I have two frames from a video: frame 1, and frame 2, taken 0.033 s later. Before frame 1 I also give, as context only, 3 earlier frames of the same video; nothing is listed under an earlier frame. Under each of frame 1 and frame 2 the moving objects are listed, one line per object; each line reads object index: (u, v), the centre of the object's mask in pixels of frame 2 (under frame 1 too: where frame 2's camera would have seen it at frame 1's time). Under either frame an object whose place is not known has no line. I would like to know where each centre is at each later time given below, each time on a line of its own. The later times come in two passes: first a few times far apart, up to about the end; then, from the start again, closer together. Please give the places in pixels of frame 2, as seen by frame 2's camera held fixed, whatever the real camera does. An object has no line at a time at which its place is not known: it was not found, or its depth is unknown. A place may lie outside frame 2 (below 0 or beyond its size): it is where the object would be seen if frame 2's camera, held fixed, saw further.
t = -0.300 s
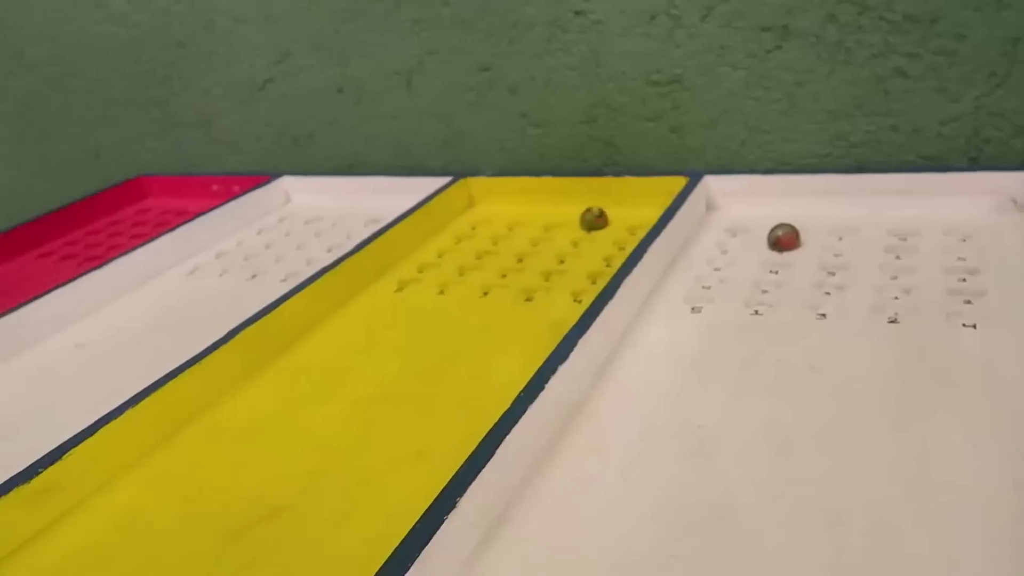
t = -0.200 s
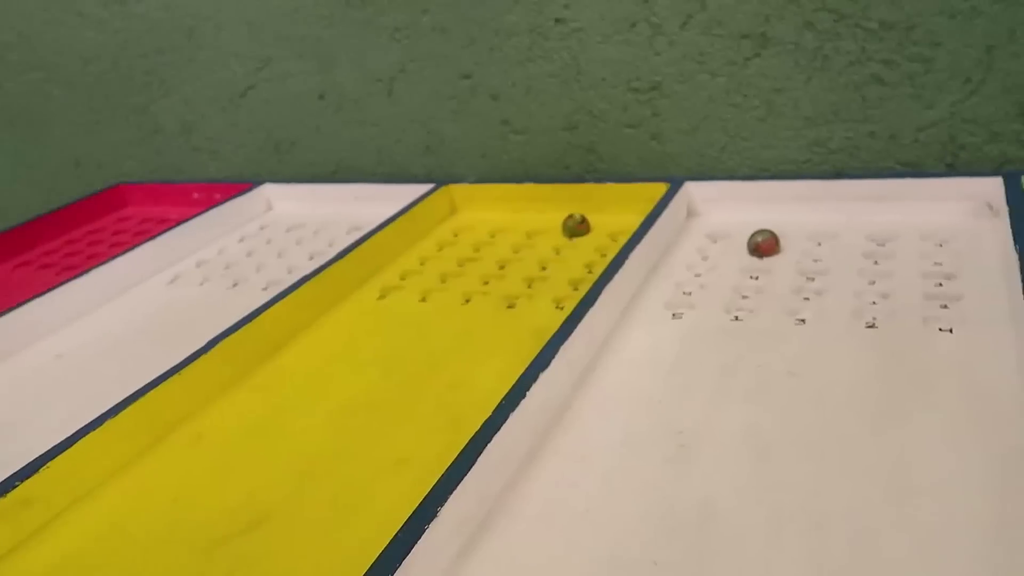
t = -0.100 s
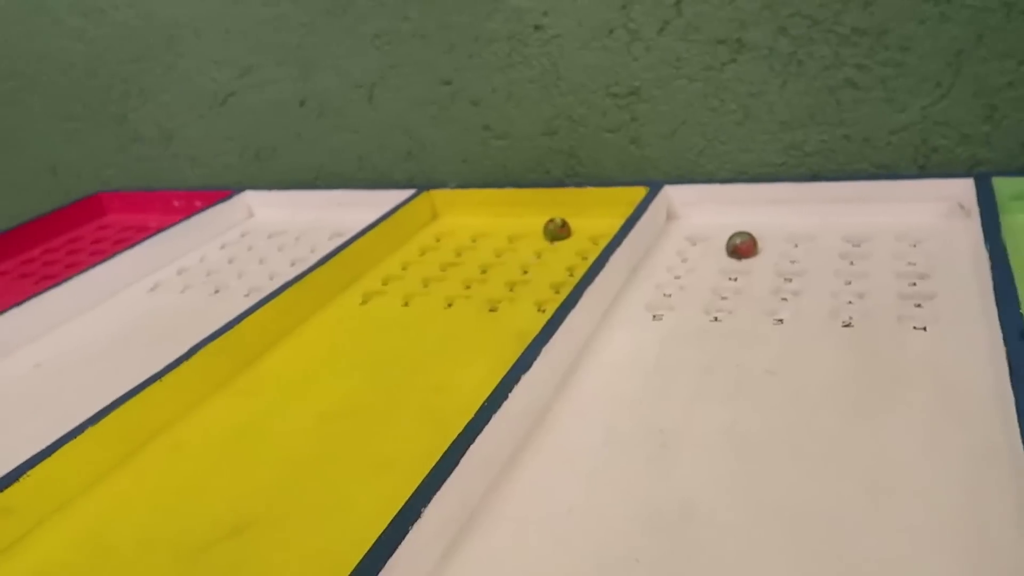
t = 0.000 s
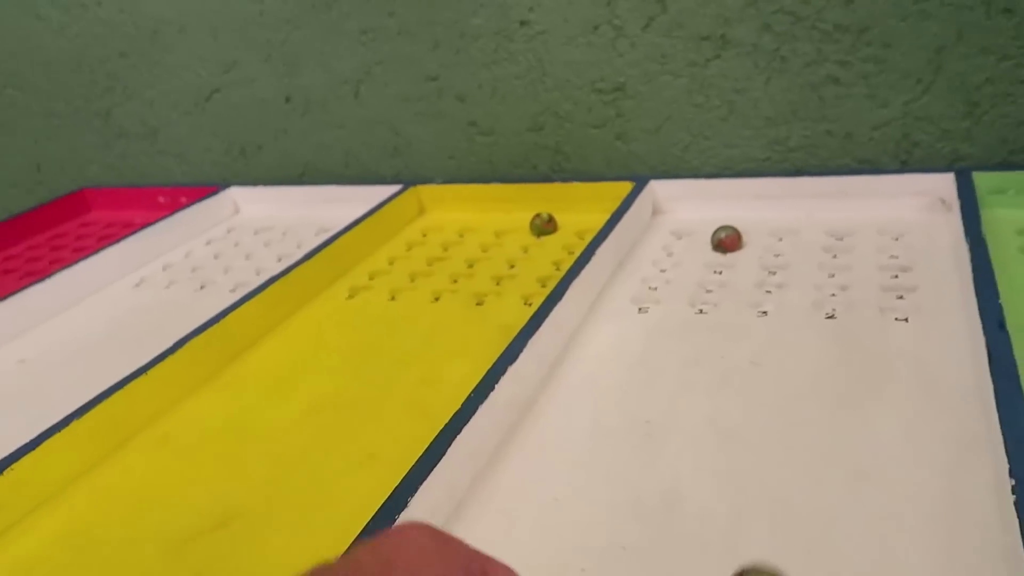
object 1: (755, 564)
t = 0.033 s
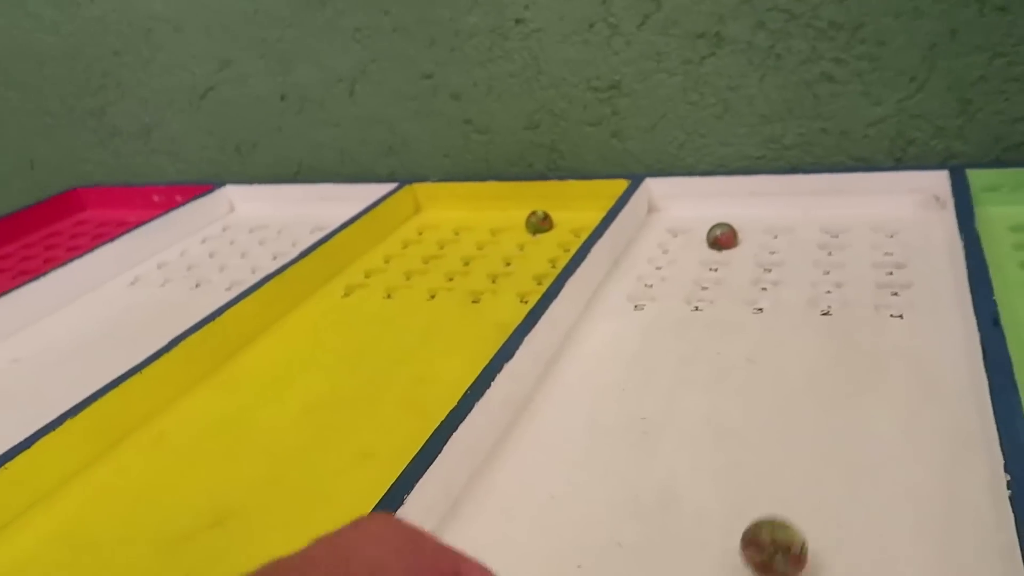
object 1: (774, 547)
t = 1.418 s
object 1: (891, 294)
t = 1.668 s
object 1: (893, 295)
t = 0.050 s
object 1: (781, 529)
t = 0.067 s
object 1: (788, 511)
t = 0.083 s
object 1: (795, 497)
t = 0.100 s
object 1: (801, 479)
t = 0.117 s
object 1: (806, 465)
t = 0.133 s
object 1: (812, 452)
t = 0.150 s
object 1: (818, 439)
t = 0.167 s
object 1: (823, 427)
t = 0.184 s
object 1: (828, 417)
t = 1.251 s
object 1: (889, 277)
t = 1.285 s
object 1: (891, 282)
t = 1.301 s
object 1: (892, 287)
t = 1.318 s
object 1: (893, 293)
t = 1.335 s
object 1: (892, 294)
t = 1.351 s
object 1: (891, 293)
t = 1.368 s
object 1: (890, 293)
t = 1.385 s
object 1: (890, 293)
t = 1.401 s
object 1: (889, 293)
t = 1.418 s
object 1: (891, 294)
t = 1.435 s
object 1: (893, 294)
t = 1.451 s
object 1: (894, 294)
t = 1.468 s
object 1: (894, 294)
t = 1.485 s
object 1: (893, 294)
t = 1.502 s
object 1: (893, 294)
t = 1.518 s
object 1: (893, 295)
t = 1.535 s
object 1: (894, 295)
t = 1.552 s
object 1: (894, 295)
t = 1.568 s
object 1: (894, 295)
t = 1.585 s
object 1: (893, 295)
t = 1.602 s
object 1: (893, 295)
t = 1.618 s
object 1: (893, 295)
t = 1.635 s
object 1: (893, 295)
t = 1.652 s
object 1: (893, 295)
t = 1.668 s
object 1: (893, 295)
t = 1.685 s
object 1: (893, 295)
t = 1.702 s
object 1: (893, 295)
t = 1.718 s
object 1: (893, 295)
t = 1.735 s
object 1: (893, 295)
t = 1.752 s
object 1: (893, 295)
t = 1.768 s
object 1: (893, 295)
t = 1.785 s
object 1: (893, 295)
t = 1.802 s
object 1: (893, 295)
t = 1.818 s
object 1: (893, 295)
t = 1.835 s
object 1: (893, 295)
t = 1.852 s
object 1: (893, 295)
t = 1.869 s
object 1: (893, 295)
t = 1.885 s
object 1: (893, 295)
